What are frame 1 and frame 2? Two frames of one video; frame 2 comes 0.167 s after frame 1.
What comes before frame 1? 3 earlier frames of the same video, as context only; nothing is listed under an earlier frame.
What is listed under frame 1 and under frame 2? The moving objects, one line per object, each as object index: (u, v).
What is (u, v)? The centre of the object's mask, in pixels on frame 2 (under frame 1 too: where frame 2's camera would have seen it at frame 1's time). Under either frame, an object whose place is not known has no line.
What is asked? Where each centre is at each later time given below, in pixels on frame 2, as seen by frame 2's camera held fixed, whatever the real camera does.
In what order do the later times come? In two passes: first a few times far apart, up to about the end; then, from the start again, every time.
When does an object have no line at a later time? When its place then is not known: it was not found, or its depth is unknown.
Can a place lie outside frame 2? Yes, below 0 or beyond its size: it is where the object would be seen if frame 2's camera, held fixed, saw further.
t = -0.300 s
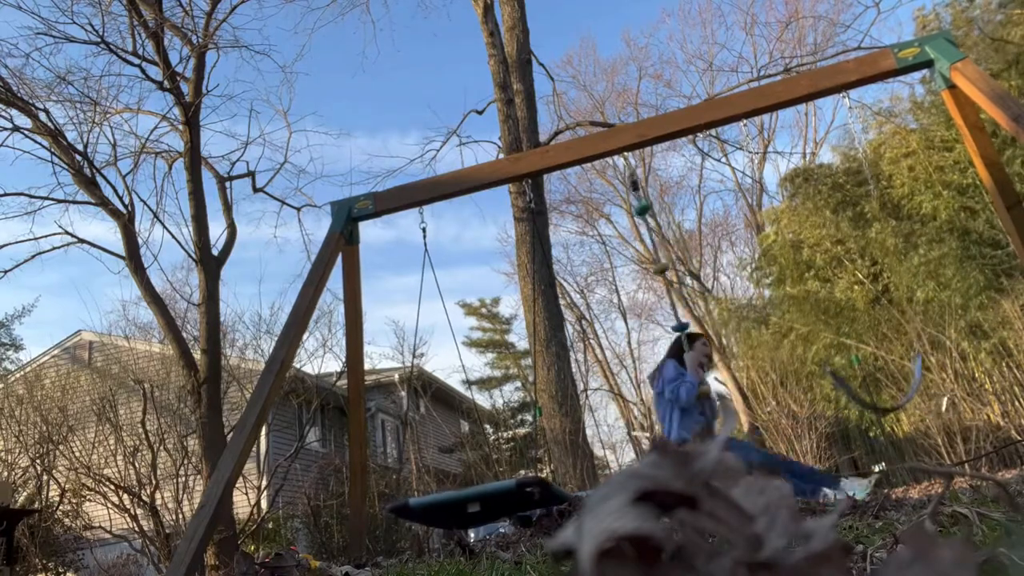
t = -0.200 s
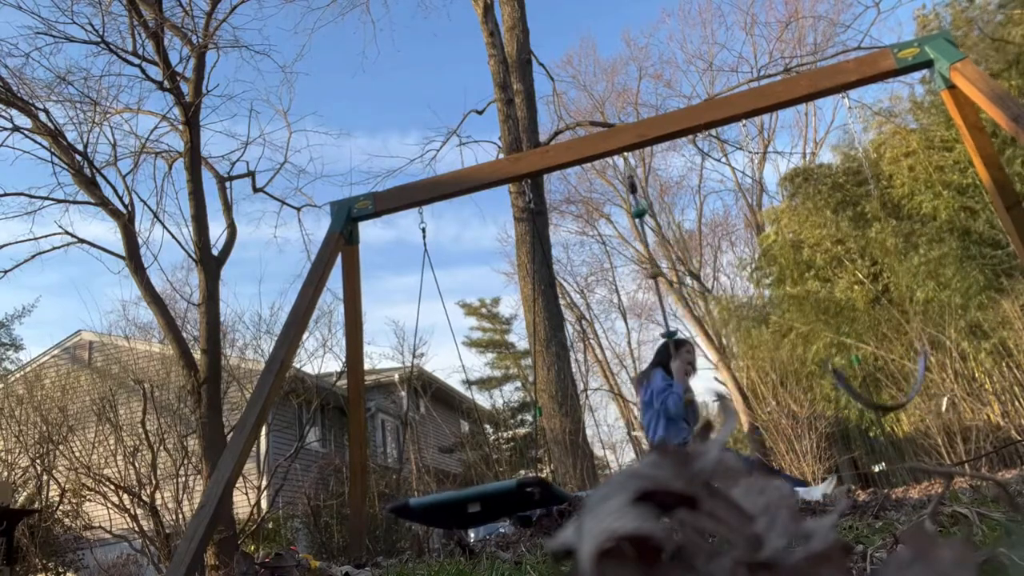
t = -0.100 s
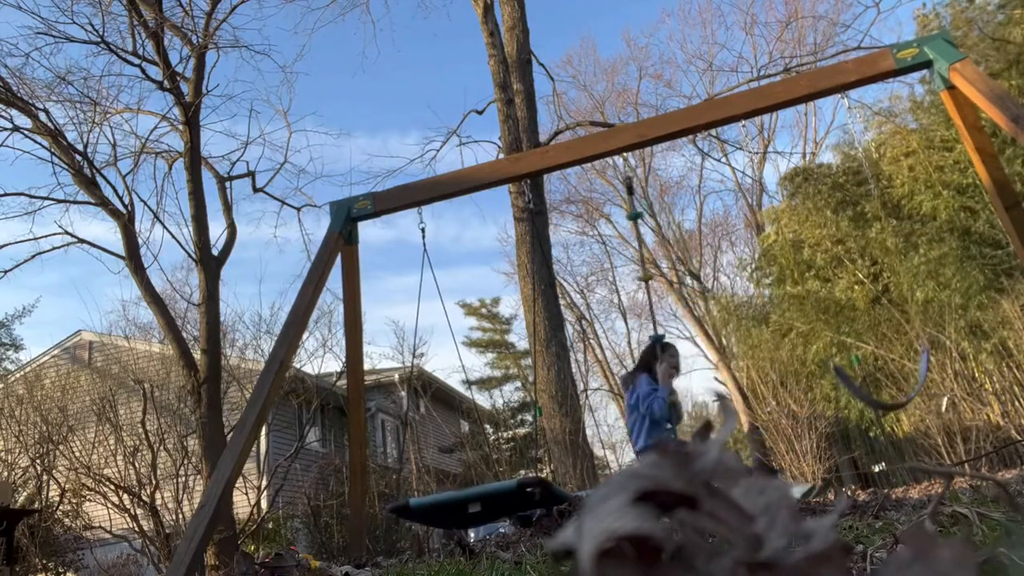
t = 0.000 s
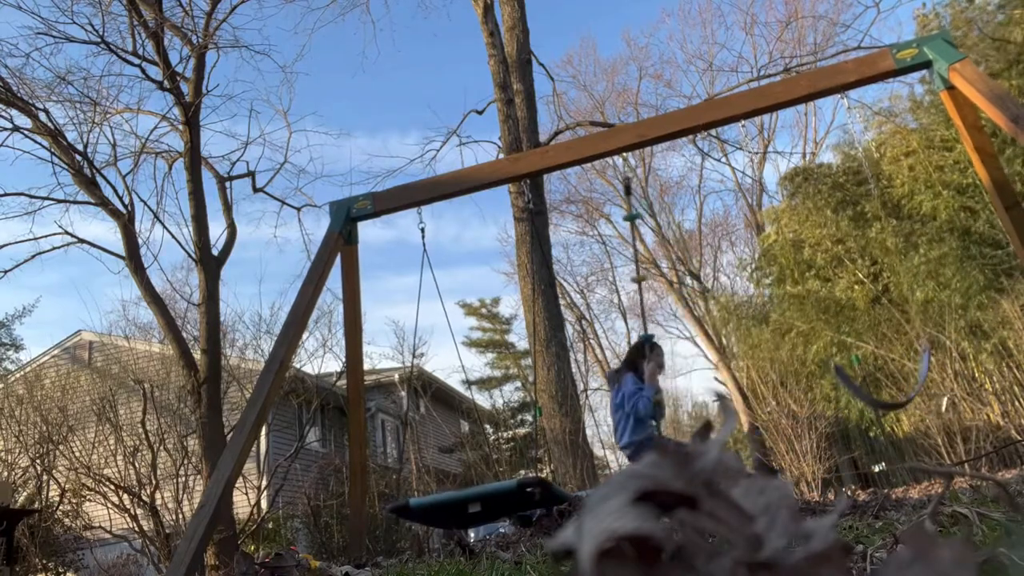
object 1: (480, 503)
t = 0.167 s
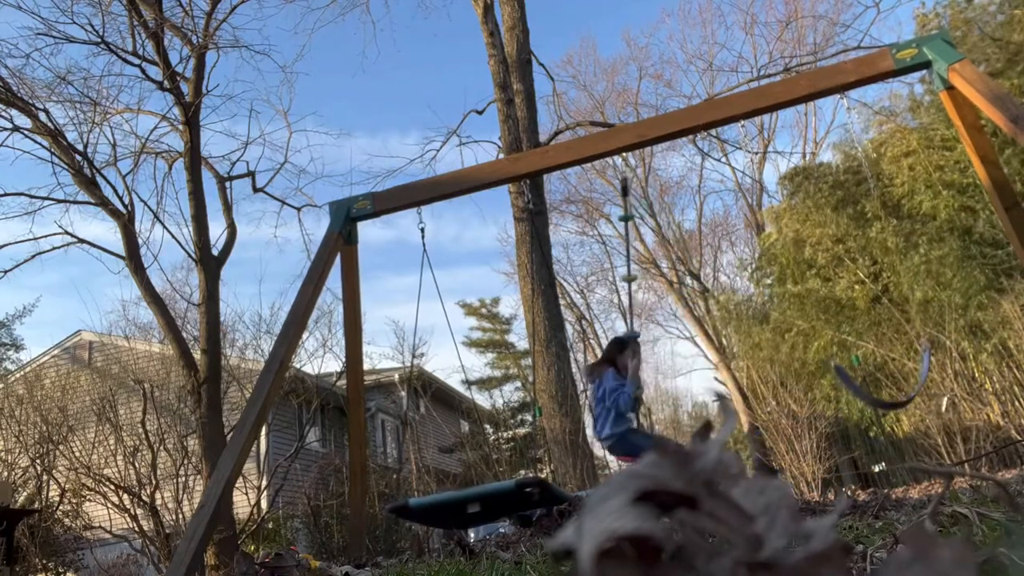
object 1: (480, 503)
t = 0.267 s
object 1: (479, 503)
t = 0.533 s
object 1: (478, 504)
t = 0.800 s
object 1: (460, 497)
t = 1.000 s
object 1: (429, 476)
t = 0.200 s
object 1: (479, 503)
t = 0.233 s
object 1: (479, 503)
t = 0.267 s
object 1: (479, 503)
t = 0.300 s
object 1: (479, 503)
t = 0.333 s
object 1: (479, 503)
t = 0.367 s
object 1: (479, 503)
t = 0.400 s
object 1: (479, 503)
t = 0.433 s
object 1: (479, 503)
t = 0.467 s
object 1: (478, 504)
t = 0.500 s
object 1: (478, 504)
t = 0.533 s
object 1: (478, 504)
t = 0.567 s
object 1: (478, 503)
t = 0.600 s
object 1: (477, 503)
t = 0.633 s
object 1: (473, 502)
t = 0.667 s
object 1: (471, 501)
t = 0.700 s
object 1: (468, 500)
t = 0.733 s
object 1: (463, 499)
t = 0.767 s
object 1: (463, 498)
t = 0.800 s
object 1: (460, 497)
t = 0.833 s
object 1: (454, 494)
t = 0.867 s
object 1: (449, 490)
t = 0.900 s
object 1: (443, 486)
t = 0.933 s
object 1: (438, 483)
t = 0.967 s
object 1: (433, 480)
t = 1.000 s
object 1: (429, 476)
